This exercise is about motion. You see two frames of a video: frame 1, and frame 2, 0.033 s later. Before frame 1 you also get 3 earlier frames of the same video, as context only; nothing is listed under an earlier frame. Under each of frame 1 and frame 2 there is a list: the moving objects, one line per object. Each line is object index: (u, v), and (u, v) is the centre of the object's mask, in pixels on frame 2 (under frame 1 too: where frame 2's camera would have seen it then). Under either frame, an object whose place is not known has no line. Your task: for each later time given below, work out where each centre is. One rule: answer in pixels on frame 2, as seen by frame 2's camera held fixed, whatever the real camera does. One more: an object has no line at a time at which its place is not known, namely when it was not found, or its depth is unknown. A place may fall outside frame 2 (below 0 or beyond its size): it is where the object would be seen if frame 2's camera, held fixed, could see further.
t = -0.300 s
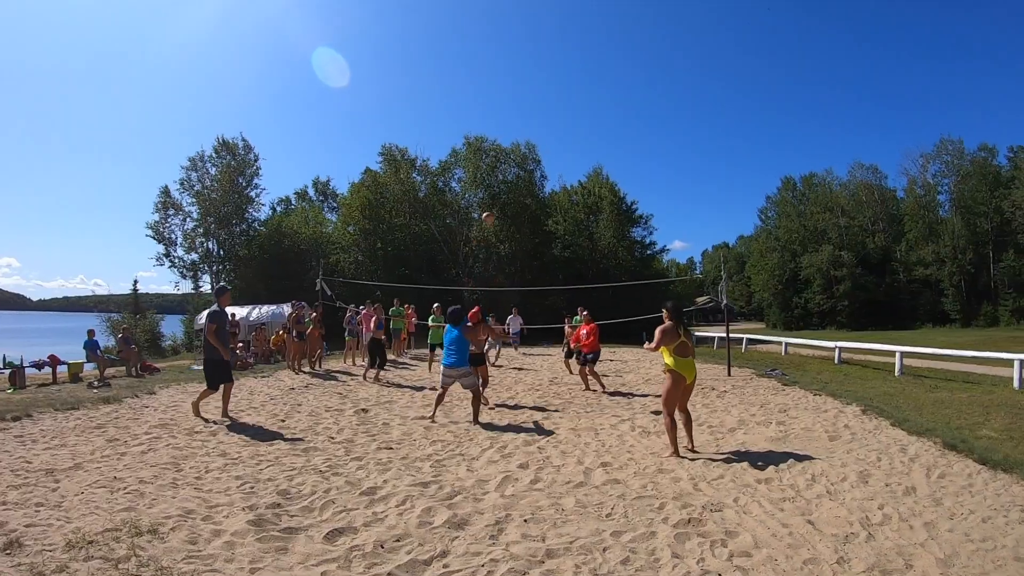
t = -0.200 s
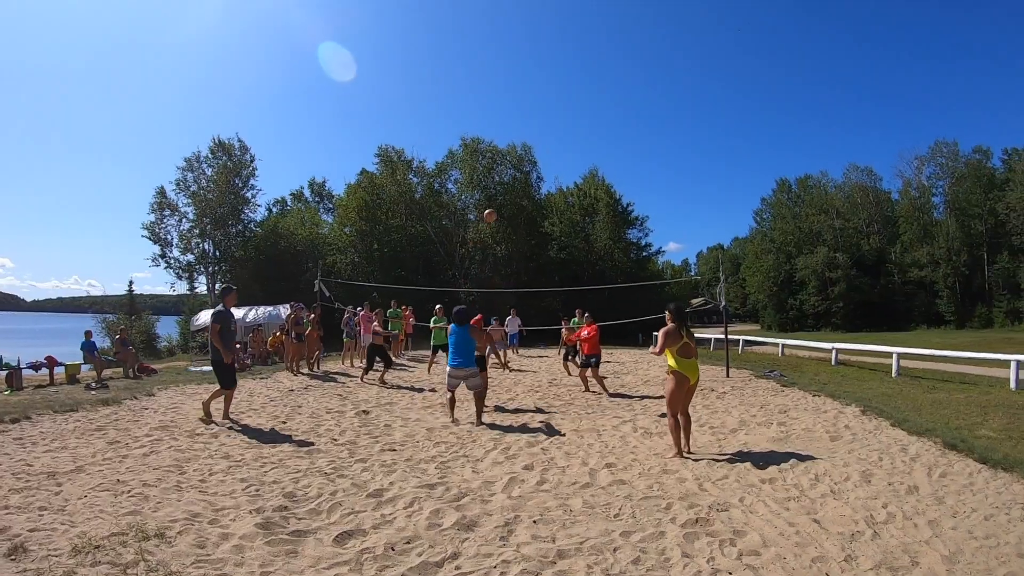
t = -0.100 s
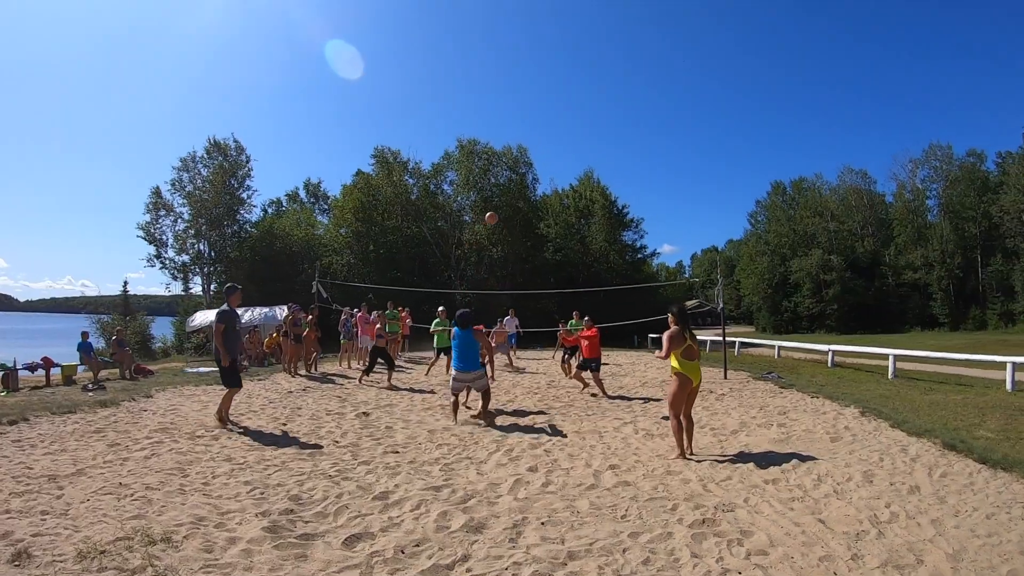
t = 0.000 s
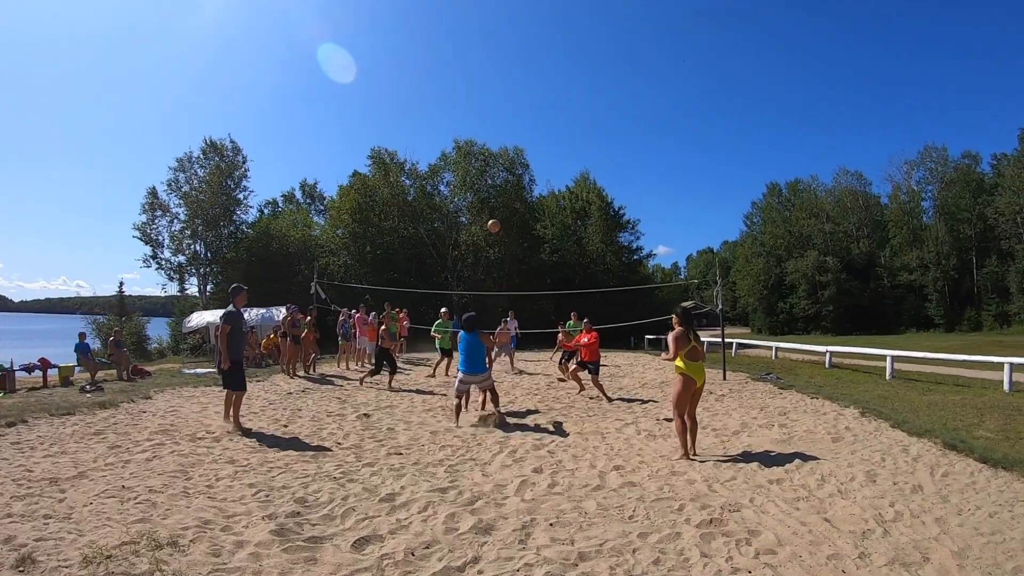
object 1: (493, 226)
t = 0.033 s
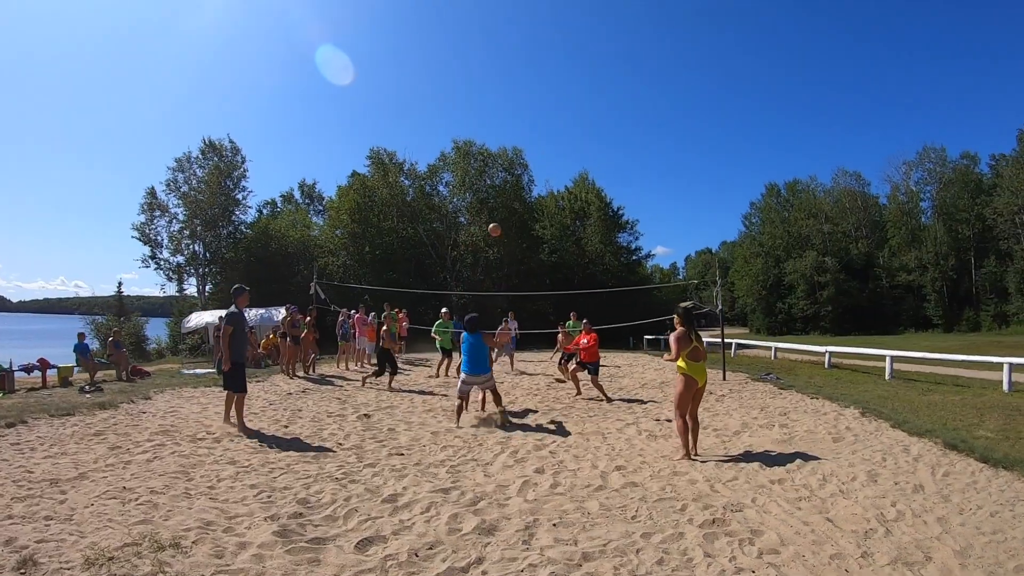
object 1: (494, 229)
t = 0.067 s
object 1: (496, 233)
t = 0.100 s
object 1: (497, 239)
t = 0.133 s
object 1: (499, 244)
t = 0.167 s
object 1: (500, 250)
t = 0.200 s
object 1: (500, 257)
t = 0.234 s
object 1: (501, 265)
